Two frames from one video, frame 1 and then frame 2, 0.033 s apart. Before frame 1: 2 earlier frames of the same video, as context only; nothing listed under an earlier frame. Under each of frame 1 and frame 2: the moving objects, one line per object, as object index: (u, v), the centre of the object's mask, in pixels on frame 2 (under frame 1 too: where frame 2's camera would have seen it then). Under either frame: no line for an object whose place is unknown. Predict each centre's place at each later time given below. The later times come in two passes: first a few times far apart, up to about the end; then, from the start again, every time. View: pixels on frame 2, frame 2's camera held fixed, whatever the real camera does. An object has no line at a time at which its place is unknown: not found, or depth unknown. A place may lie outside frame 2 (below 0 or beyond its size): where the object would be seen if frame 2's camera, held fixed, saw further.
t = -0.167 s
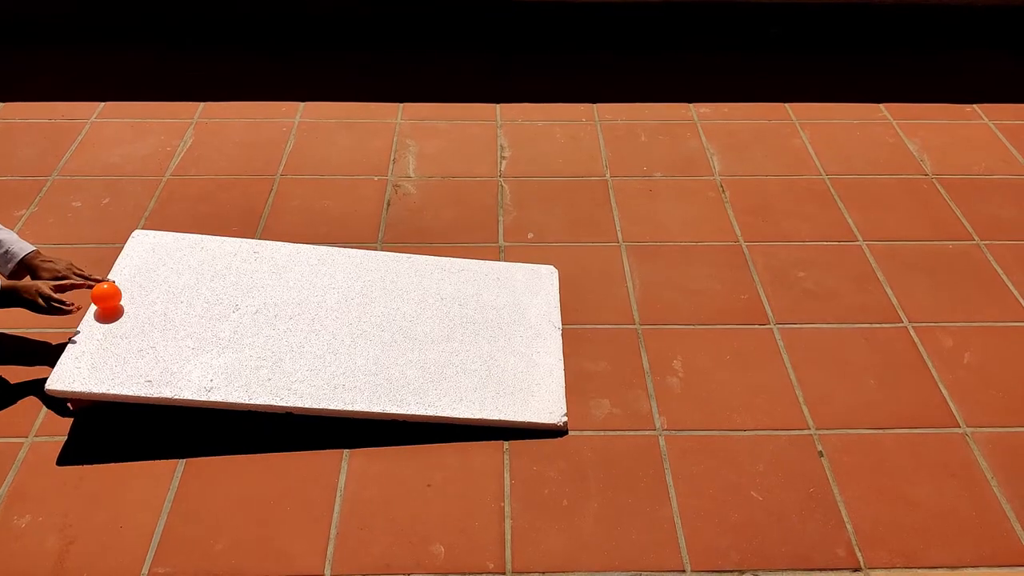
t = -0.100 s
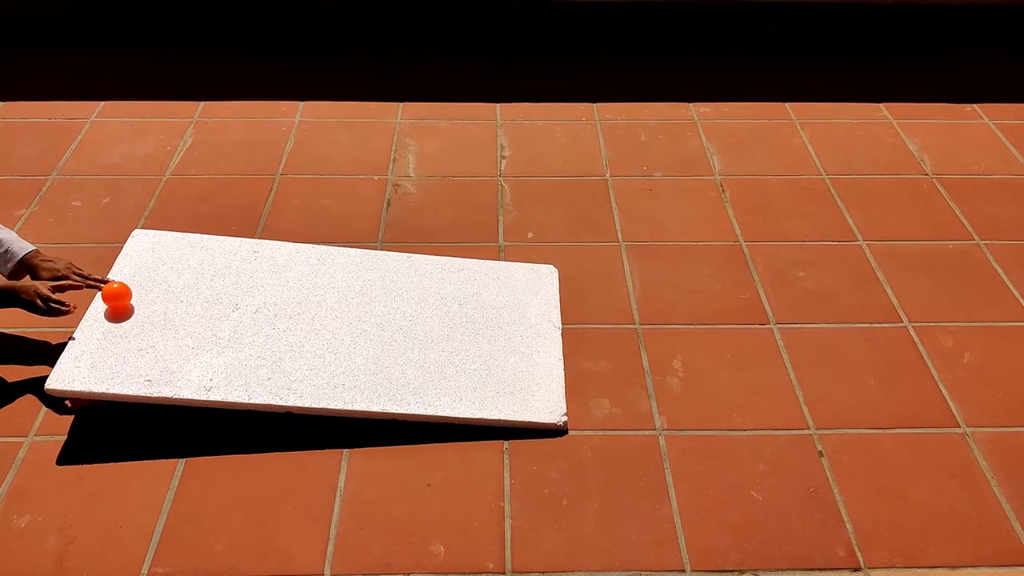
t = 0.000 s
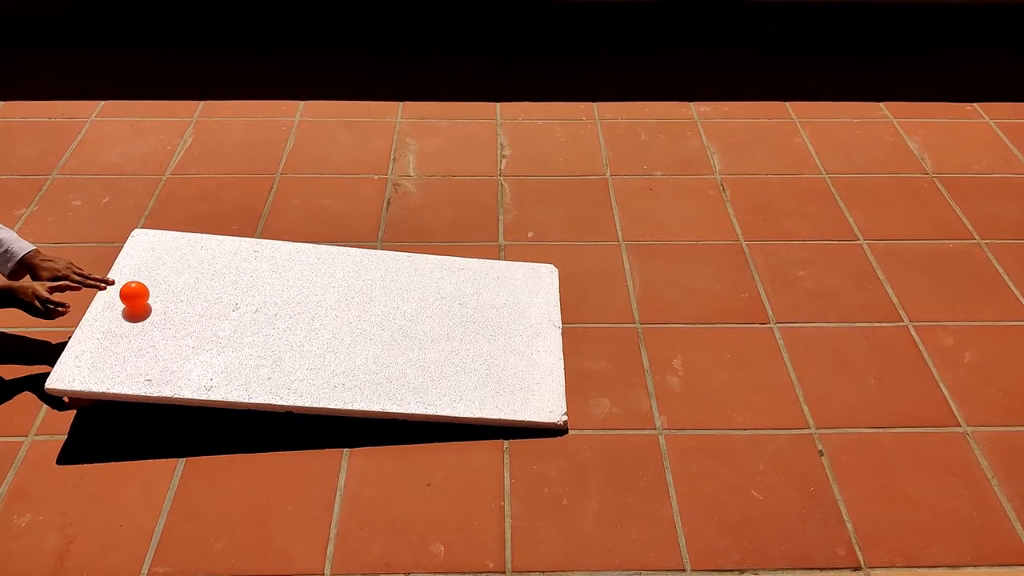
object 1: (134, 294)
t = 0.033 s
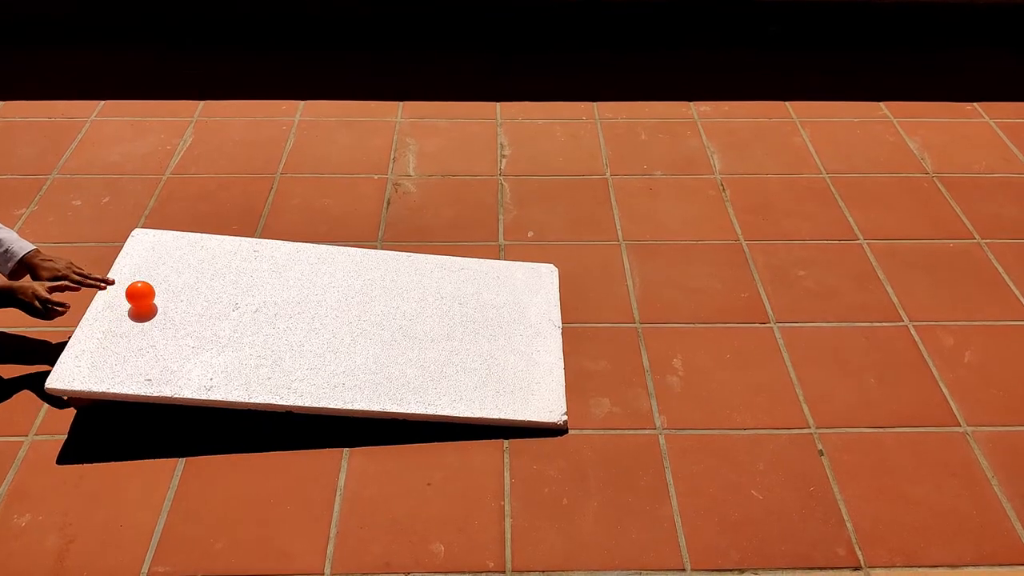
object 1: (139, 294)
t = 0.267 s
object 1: (183, 296)
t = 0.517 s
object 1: (247, 301)
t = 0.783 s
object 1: (328, 309)
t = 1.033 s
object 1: (415, 315)
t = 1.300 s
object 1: (516, 323)
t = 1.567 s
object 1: (621, 332)
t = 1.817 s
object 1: (713, 342)
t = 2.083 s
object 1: (806, 356)
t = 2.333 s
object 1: (889, 371)
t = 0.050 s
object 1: (143, 294)
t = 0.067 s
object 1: (146, 294)
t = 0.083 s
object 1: (149, 294)
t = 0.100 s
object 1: (152, 295)
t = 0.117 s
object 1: (155, 294)
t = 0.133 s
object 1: (158, 294)
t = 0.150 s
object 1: (161, 294)
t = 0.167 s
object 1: (164, 295)
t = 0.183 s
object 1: (167, 295)
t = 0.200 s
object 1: (170, 295)
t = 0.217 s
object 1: (173, 295)
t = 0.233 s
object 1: (177, 295)
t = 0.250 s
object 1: (180, 295)
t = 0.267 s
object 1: (183, 296)
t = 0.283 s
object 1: (187, 296)
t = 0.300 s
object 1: (191, 296)
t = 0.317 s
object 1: (195, 297)
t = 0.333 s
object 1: (199, 297)
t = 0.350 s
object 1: (203, 297)
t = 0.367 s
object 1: (207, 298)
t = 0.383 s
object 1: (212, 298)
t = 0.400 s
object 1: (216, 298)
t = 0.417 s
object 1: (221, 299)
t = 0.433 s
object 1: (225, 299)
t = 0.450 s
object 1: (230, 300)
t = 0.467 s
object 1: (234, 300)
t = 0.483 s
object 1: (238, 300)
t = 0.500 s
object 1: (243, 301)
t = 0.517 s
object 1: (247, 301)
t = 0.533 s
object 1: (251, 301)
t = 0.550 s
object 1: (256, 301)
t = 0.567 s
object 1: (260, 302)
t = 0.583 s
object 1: (265, 302)
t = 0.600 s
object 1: (270, 302)
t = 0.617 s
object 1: (274, 302)
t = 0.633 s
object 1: (279, 303)
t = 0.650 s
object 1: (284, 304)
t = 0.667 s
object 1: (290, 304)
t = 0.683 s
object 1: (295, 305)
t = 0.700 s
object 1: (301, 306)
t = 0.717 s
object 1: (306, 306)
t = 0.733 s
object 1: (312, 307)
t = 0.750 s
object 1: (318, 307)
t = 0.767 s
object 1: (323, 308)
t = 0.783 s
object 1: (328, 309)
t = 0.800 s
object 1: (334, 309)
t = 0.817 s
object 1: (339, 309)
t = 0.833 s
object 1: (344, 310)
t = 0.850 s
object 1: (349, 310)
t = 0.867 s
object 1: (355, 310)
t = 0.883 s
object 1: (361, 311)
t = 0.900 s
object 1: (366, 311)
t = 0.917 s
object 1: (372, 312)
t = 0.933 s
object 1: (378, 312)
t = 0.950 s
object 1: (384, 312)
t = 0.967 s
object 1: (390, 313)
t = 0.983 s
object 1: (397, 314)
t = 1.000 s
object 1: (403, 314)
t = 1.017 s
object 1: (409, 315)
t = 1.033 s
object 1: (415, 315)
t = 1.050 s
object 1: (421, 316)
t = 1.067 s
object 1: (427, 316)
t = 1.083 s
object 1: (433, 316)
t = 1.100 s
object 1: (439, 317)
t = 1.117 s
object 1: (445, 318)
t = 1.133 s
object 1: (451, 318)
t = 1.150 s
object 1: (457, 319)
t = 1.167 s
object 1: (463, 319)
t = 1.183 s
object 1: (470, 319)
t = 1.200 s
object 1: (477, 320)
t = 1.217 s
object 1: (484, 320)
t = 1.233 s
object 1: (490, 321)
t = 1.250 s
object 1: (497, 322)
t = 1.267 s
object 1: (503, 322)
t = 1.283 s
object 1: (509, 323)
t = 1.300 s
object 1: (516, 323)
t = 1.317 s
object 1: (522, 323)
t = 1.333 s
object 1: (528, 324)
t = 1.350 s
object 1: (535, 325)
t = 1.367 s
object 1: (541, 326)
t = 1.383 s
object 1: (548, 326)
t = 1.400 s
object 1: (555, 328)
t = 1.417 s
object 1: (562, 328)
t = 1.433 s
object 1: (569, 329)
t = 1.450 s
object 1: (576, 331)
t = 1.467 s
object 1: (582, 333)
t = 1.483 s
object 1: (589, 336)
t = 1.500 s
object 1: (595, 334)
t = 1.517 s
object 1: (602, 332)
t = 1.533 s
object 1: (608, 331)
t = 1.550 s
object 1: (614, 331)
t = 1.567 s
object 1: (621, 332)
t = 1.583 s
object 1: (627, 334)
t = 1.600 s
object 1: (633, 337)
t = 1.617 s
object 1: (640, 337)
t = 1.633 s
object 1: (647, 336)
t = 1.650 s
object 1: (654, 336)
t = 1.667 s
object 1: (660, 337)
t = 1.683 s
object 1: (666, 339)
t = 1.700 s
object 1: (672, 340)
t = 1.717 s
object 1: (678, 338)
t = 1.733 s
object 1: (684, 337)
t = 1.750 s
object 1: (690, 338)
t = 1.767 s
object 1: (695, 339)
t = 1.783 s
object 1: (701, 341)
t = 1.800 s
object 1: (706, 342)
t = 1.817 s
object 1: (713, 342)
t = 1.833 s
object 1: (719, 342)
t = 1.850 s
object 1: (725, 343)
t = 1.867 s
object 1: (731, 345)
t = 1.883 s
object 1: (737, 345)
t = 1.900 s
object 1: (743, 345)
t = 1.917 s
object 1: (749, 346)
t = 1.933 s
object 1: (754, 348)
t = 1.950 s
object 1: (759, 348)
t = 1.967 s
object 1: (765, 349)
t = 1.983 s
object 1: (771, 350)
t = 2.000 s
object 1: (777, 351)
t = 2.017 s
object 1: (783, 352)
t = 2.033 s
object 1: (788, 353)
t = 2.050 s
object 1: (794, 354)
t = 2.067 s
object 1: (800, 354)
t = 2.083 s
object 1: (806, 356)
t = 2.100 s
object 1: (812, 357)
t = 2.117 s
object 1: (818, 358)
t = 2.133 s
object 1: (824, 359)
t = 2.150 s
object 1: (829, 360)
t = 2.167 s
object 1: (835, 360)
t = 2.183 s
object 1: (840, 361)
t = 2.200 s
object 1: (845, 362)
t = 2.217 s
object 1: (851, 363)
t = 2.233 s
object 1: (856, 364)
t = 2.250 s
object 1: (861, 365)
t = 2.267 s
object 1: (867, 366)
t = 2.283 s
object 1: (872, 367)
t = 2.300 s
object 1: (878, 368)
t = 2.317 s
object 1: (884, 370)
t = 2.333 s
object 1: (889, 371)
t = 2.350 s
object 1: (895, 373)
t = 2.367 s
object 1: (901, 374)
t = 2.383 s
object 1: (906, 375)
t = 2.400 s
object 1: (912, 377)
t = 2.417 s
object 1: (917, 378)
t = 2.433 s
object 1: (922, 379)
